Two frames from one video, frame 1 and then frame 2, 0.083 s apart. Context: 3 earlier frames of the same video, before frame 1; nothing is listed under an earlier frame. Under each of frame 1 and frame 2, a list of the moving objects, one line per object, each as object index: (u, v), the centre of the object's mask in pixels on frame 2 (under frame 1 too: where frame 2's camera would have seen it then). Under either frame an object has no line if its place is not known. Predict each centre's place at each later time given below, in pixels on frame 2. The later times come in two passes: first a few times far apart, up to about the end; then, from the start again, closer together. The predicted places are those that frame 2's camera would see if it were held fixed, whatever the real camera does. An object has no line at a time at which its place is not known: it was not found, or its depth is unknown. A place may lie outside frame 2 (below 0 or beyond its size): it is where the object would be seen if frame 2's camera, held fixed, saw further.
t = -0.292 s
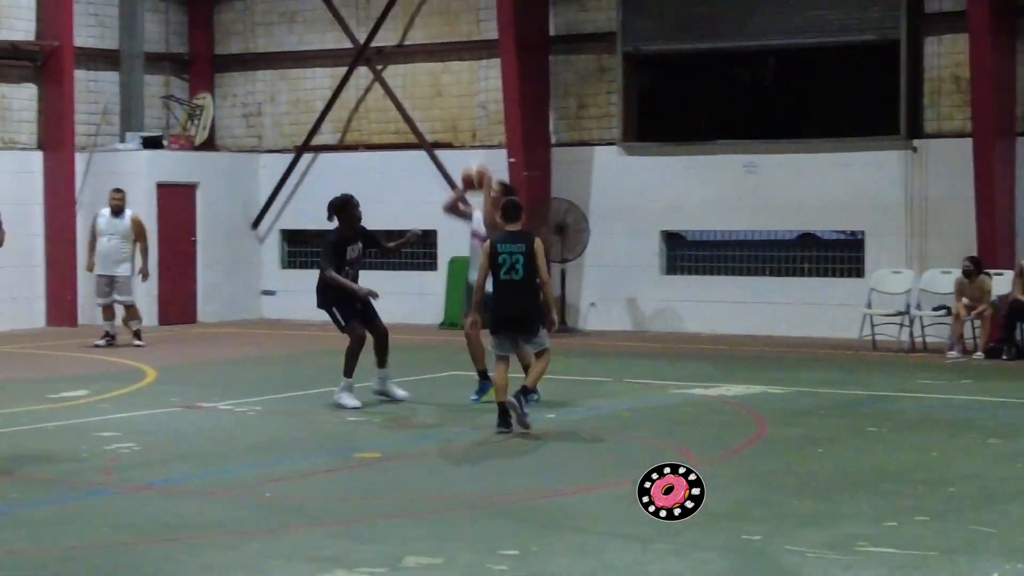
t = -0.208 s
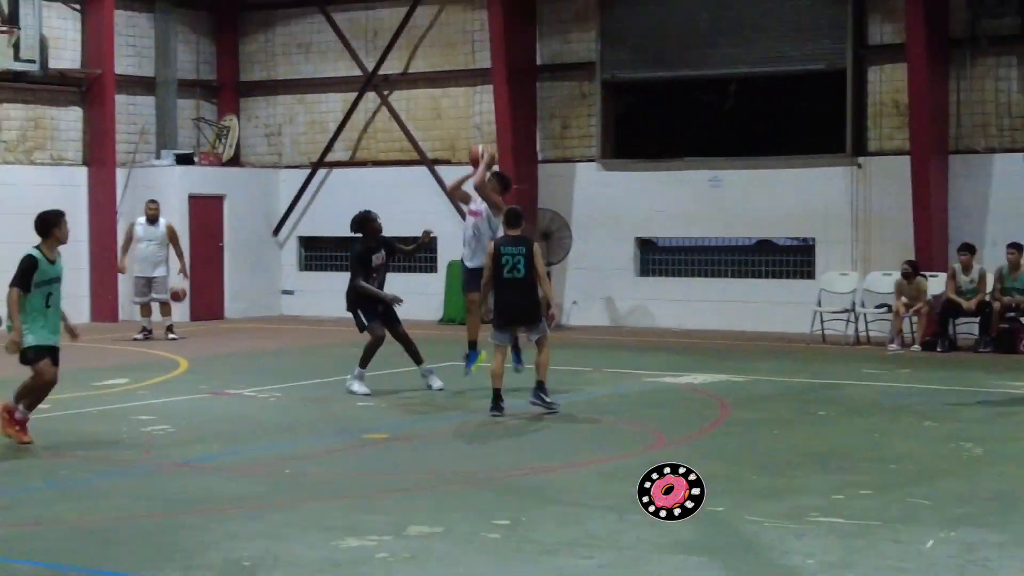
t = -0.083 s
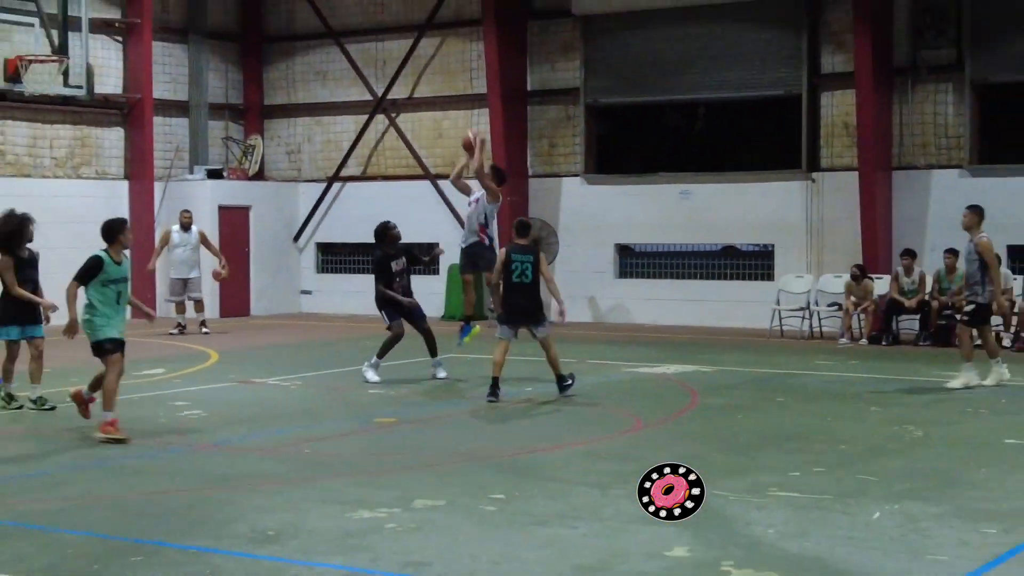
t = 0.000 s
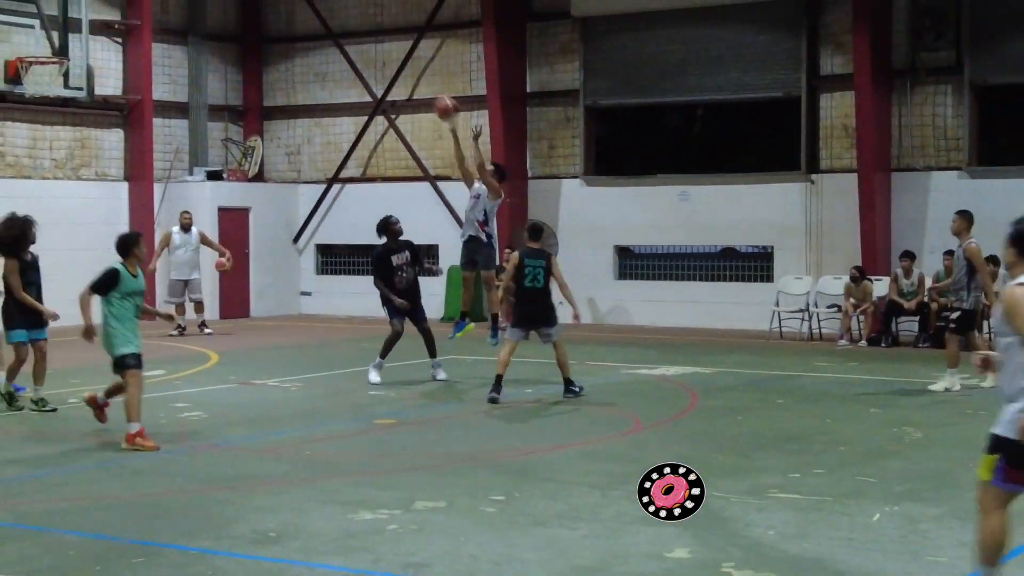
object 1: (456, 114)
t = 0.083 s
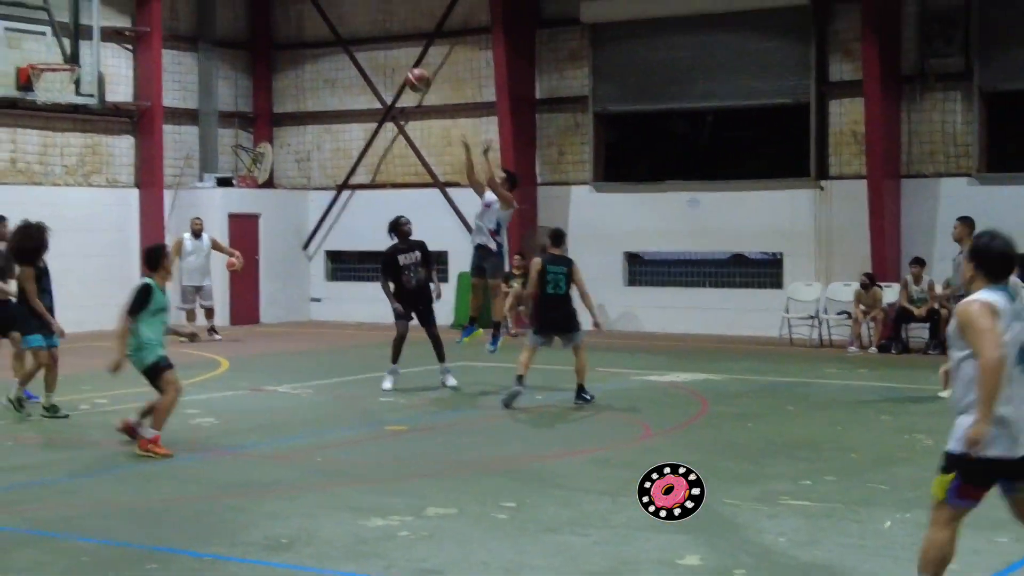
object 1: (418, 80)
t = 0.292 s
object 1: (315, 18)
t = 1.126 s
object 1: (27, 136)
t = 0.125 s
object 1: (394, 62)
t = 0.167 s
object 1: (378, 51)
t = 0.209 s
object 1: (354, 37)
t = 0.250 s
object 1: (338, 28)
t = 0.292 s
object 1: (315, 18)
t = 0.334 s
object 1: (299, 12)
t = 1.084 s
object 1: (29, 122)
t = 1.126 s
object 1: (27, 136)
